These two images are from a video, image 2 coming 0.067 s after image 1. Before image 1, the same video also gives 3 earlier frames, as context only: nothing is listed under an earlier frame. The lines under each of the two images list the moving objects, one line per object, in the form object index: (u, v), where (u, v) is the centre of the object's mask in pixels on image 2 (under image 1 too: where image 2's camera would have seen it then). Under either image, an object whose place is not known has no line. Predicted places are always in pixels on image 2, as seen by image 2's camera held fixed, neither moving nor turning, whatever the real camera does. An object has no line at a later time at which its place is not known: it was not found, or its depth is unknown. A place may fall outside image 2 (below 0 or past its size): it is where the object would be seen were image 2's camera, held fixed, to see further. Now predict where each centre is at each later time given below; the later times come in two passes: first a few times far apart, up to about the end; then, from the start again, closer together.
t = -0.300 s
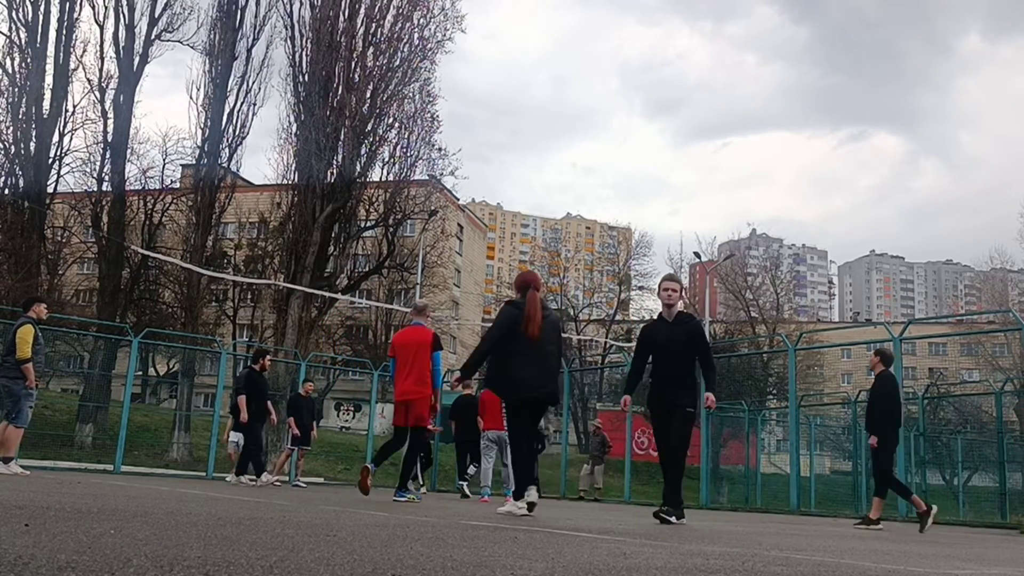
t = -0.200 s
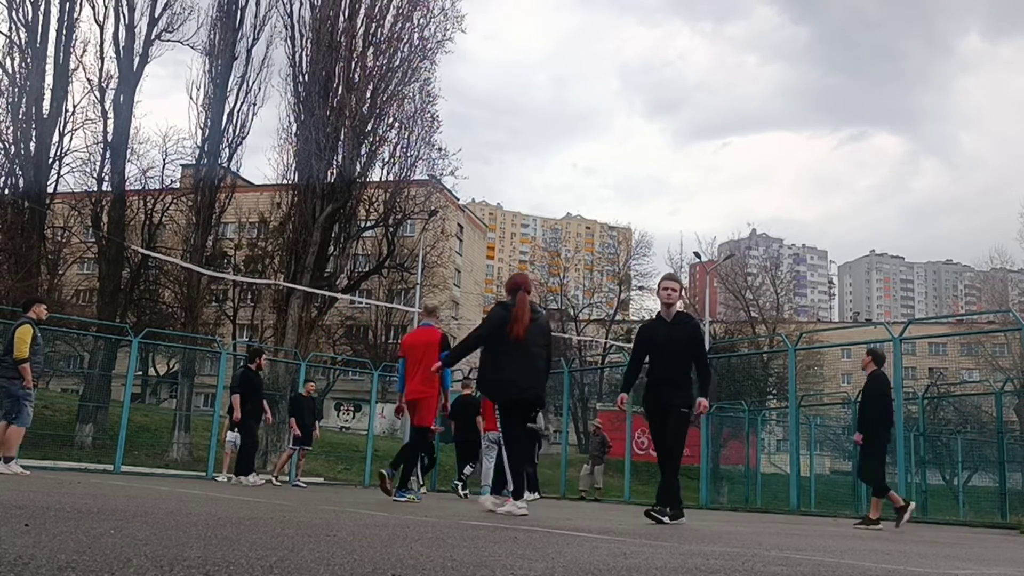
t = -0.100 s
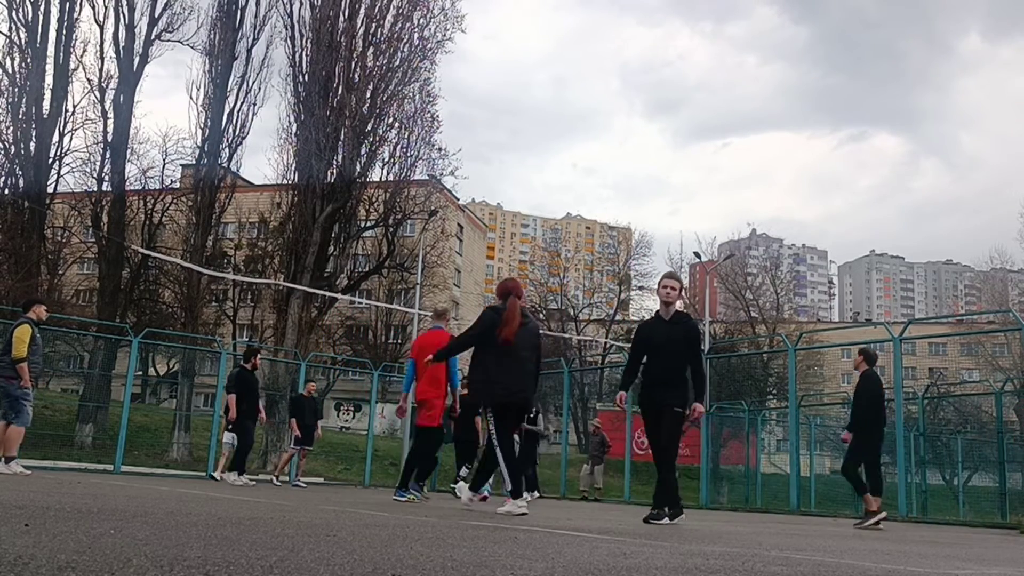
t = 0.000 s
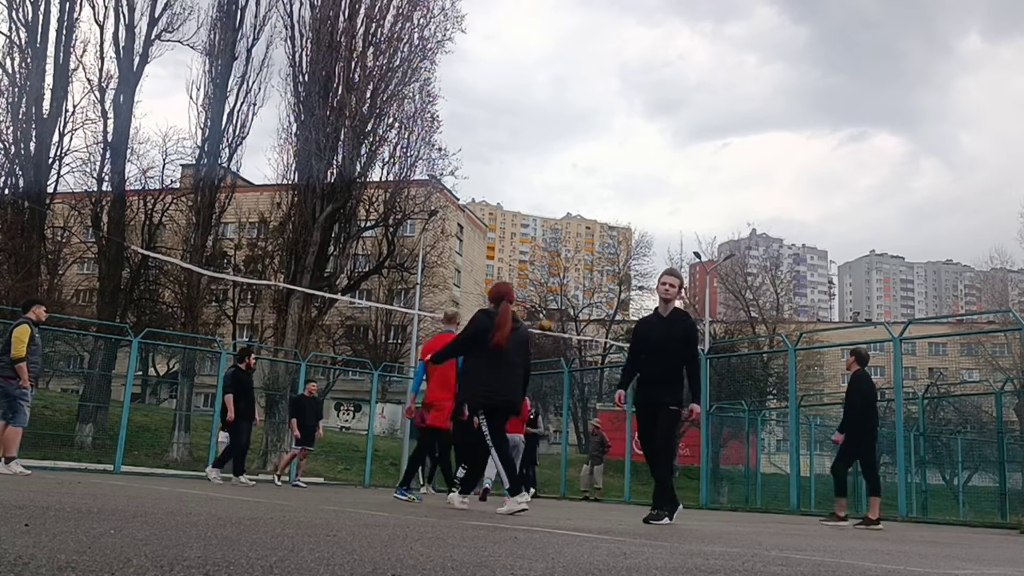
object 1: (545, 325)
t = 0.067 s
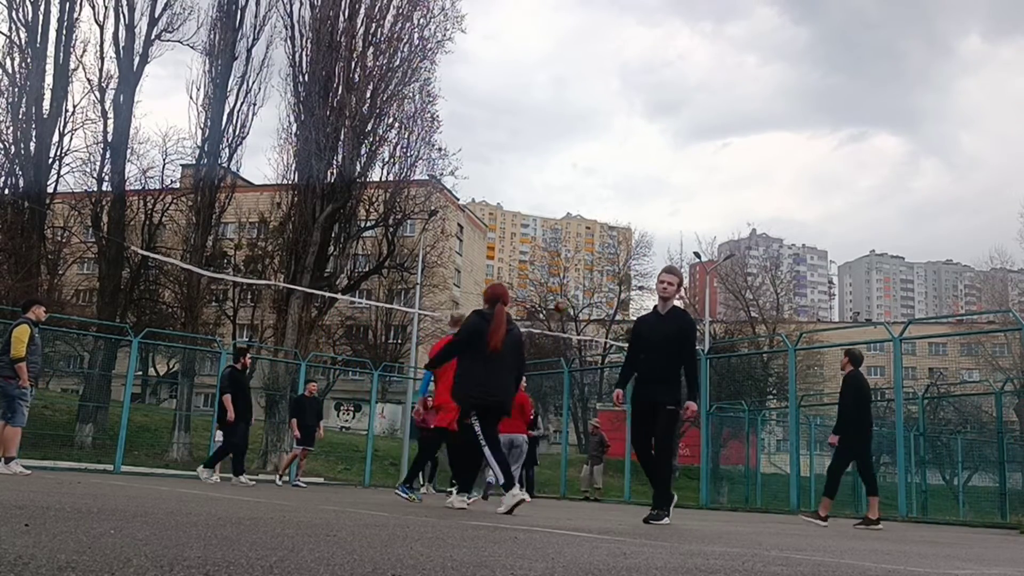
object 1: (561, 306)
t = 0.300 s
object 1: (619, 254)
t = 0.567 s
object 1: (697, 235)
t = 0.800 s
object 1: (772, 262)
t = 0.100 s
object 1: (568, 297)
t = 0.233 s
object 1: (602, 268)
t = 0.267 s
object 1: (610, 261)
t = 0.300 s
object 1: (619, 254)
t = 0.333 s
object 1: (628, 250)
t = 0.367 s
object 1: (638, 245)
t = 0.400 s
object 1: (647, 241)
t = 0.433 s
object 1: (657, 239)
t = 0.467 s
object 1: (666, 237)
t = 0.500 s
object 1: (676, 236)
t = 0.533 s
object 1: (686, 235)
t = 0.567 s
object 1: (697, 235)
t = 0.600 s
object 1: (707, 236)
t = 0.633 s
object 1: (717, 238)
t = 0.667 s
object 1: (728, 241)
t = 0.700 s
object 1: (738, 245)
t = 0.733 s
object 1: (750, 250)
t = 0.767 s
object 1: (760, 255)
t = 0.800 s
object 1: (772, 262)
